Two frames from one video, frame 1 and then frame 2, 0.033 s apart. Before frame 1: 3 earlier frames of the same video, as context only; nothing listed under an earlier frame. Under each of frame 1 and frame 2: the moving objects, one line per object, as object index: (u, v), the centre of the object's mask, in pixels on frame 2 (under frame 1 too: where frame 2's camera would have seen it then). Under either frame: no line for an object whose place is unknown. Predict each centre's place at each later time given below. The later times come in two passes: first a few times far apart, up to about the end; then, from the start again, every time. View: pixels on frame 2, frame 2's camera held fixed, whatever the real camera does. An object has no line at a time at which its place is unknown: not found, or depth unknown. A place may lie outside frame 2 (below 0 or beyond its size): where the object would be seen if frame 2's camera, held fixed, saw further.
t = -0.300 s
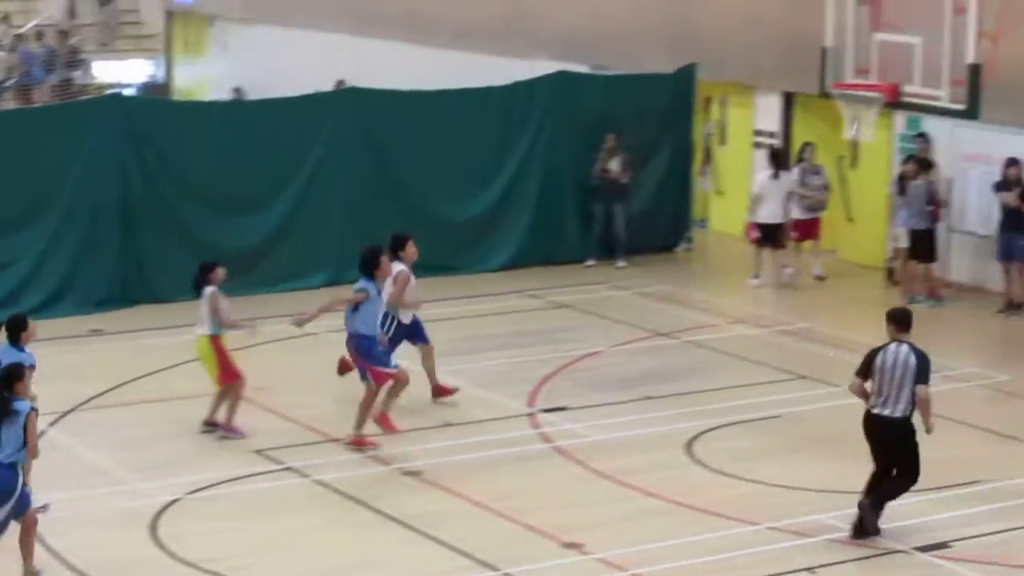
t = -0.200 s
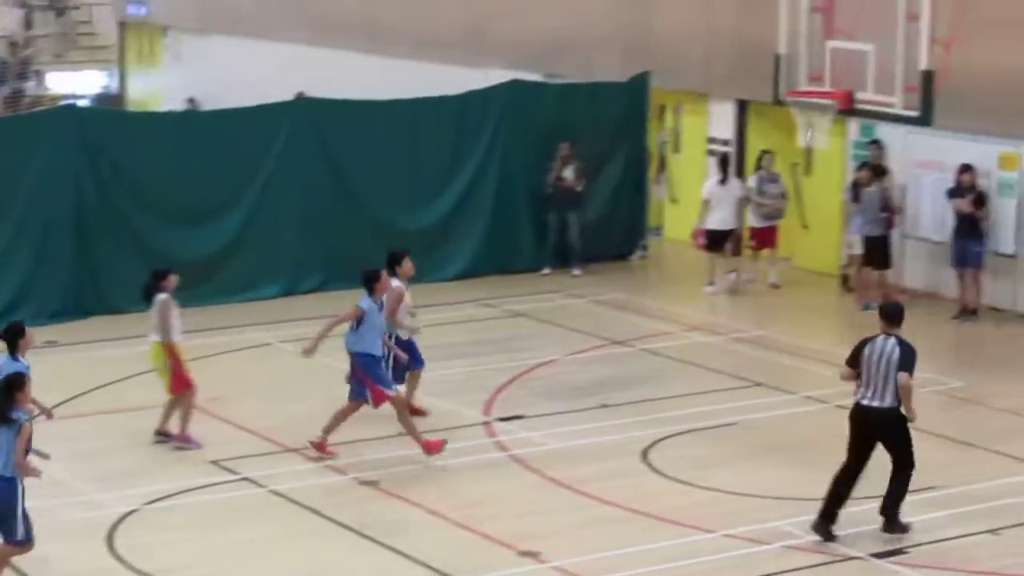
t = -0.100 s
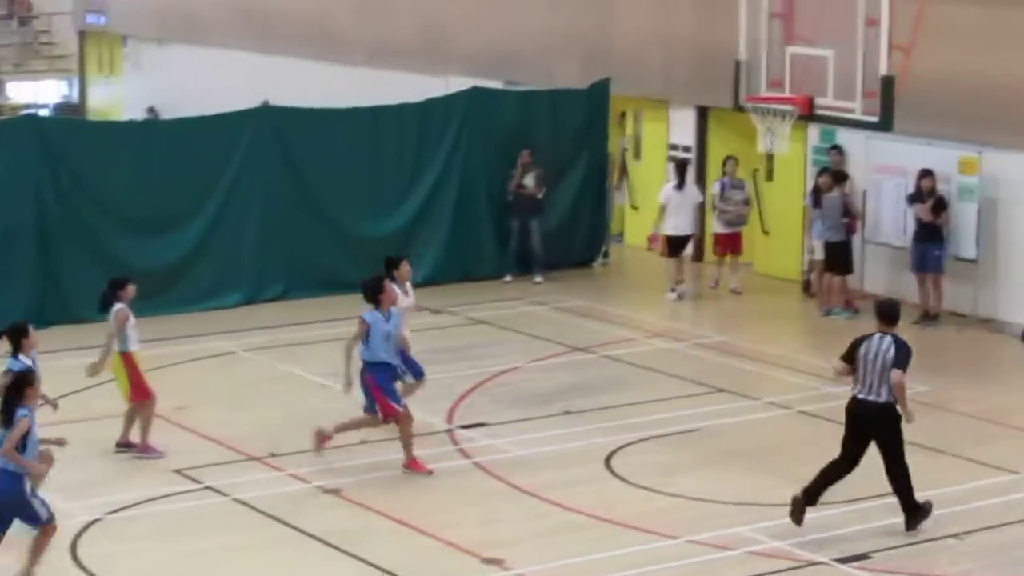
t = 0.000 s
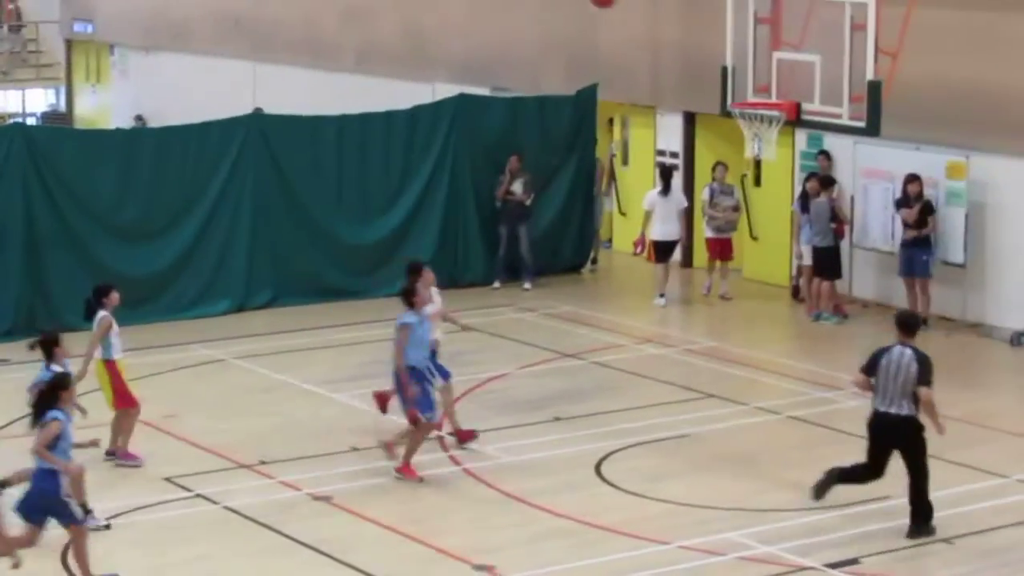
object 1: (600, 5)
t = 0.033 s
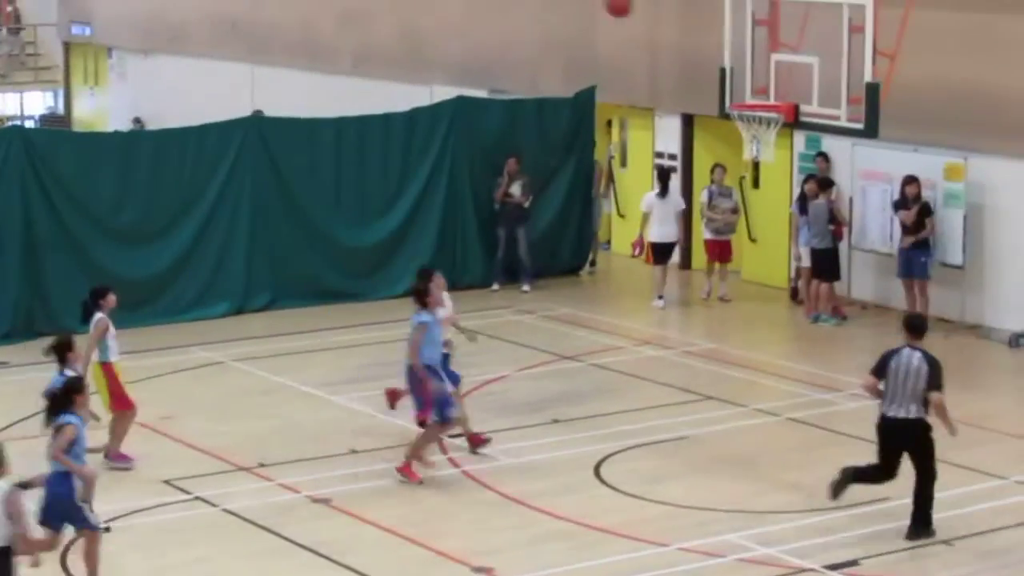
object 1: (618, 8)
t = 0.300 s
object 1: (749, 87)
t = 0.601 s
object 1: (805, 75)
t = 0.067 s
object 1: (636, 12)
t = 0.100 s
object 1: (653, 22)
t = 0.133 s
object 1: (671, 33)
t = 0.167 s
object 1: (688, 45)
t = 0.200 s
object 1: (706, 59)
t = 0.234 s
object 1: (724, 76)
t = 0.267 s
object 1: (741, 90)
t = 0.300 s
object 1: (749, 87)
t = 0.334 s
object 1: (759, 82)
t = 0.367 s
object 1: (769, 78)
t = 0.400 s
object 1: (779, 75)
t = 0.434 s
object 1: (789, 74)
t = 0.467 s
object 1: (797, 73)
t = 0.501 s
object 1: (800, 72)
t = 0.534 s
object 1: (802, 71)
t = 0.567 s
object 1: (803, 72)
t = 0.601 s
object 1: (805, 75)
